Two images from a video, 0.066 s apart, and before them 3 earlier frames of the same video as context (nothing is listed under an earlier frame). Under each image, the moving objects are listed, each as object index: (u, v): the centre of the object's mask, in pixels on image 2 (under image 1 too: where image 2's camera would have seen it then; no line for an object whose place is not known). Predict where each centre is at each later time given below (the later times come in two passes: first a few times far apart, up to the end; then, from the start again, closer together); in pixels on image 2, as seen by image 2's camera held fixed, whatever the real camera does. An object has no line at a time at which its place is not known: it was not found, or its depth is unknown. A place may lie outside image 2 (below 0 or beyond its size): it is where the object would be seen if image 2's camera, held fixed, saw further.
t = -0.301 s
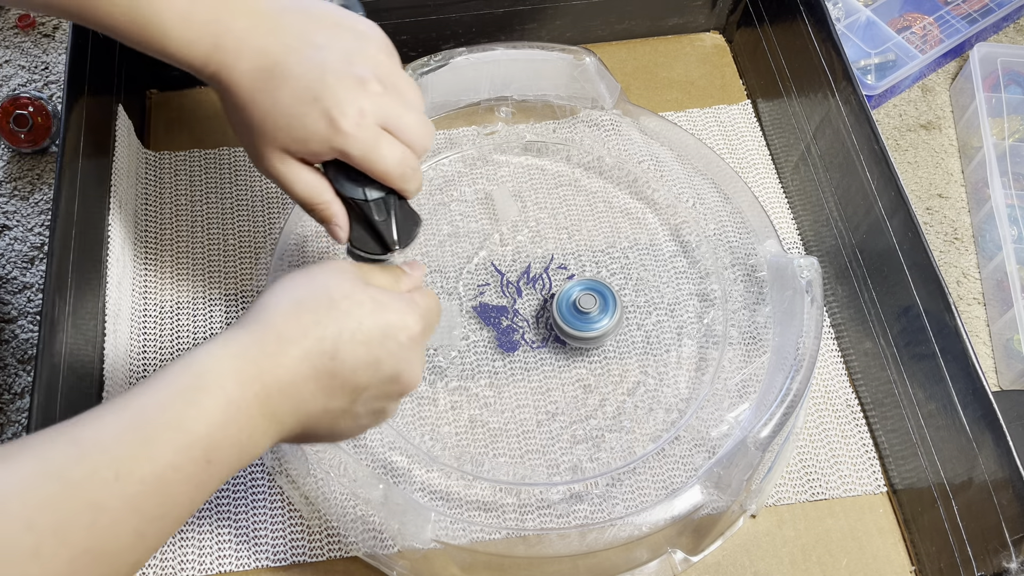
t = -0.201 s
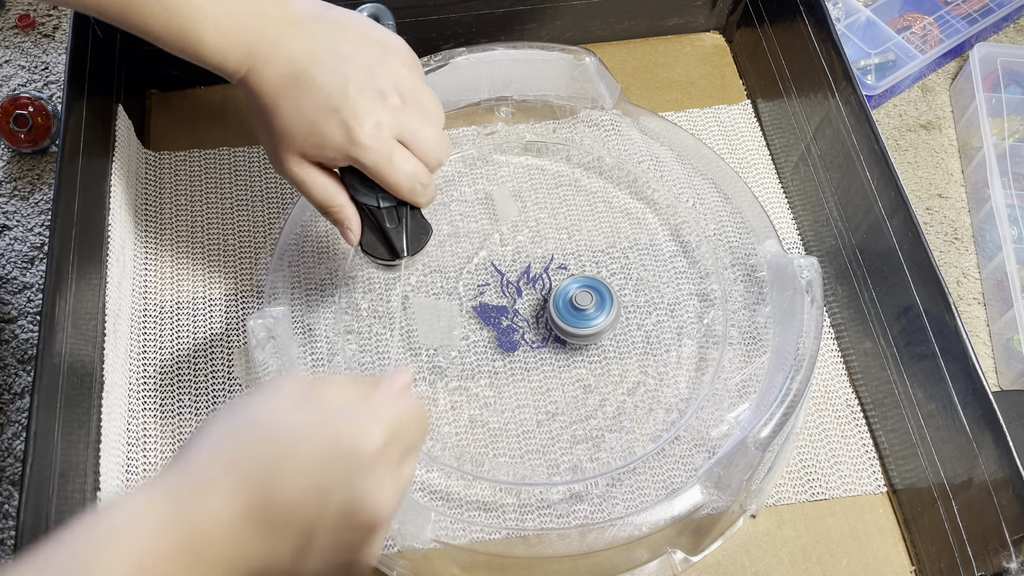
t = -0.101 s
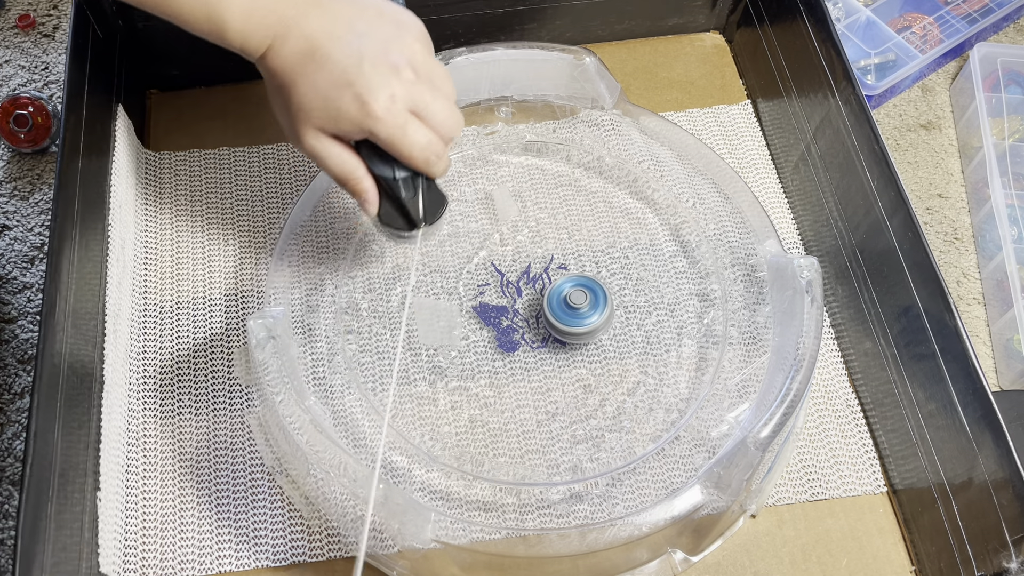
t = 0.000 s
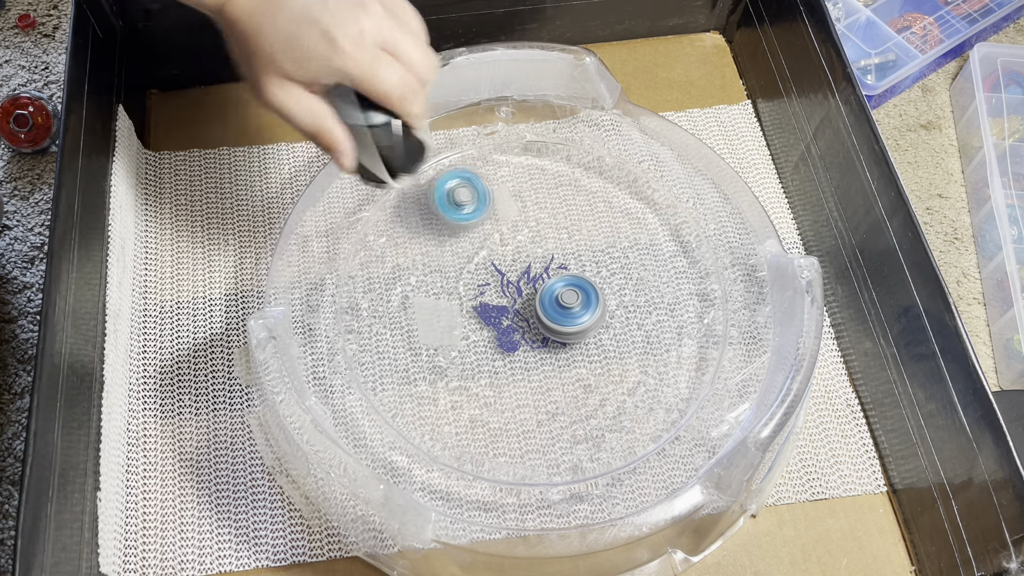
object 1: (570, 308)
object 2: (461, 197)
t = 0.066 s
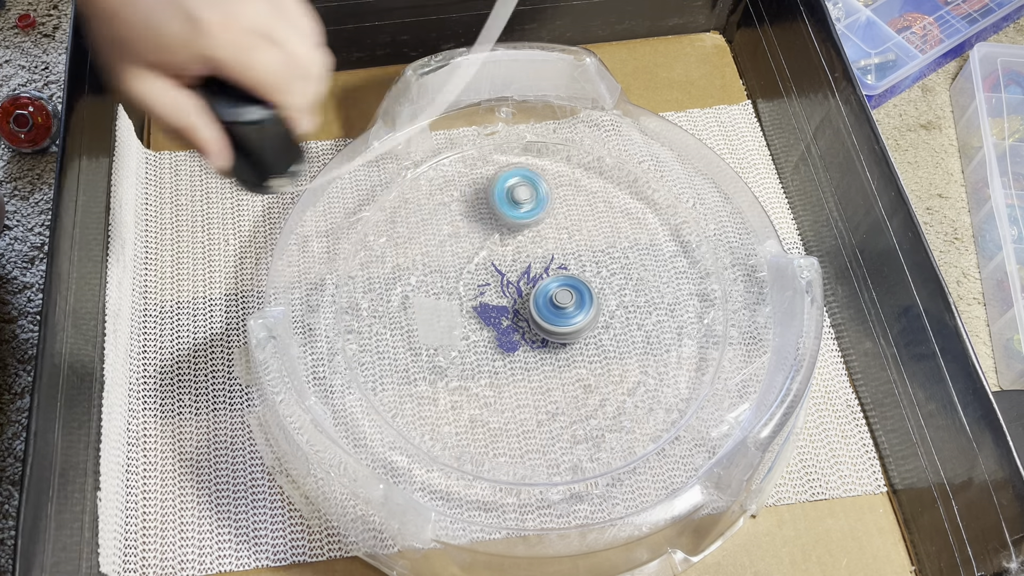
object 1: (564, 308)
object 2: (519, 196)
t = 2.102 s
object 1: (441, 314)
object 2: (638, 370)
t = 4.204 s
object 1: (404, 392)
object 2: (359, 296)
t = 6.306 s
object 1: (576, 291)
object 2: (544, 385)
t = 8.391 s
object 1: (413, 379)
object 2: (597, 394)
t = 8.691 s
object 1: (572, 385)
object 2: (570, 290)
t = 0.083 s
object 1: (562, 308)
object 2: (532, 194)
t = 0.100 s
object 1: (560, 308)
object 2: (542, 189)
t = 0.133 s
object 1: (557, 309)
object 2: (562, 176)
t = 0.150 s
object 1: (555, 309)
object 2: (569, 169)
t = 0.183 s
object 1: (550, 310)
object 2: (583, 152)
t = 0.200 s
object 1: (549, 310)
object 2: (589, 143)
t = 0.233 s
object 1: (544, 311)
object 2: (587, 136)
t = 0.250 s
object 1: (543, 312)
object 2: (585, 136)
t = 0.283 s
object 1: (538, 313)
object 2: (582, 133)
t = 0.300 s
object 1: (537, 313)
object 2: (580, 130)
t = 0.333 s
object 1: (533, 315)
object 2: (580, 121)
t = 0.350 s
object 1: (531, 316)
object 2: (579, 122)
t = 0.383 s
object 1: (527, 318)
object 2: (576, 124)
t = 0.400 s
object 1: (525, 319)
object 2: (576, 125)
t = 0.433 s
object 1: (522, 321)
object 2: (577, 124)
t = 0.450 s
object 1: (521, 321)
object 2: (579, 123)
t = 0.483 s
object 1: (518, 323)
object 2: (581, 122)
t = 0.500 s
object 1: (517, 324)
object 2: (583, 124)
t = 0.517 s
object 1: (516, 325)
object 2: (584, 124)
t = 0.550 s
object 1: (514, 326)
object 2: (589, 123)
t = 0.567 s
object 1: (513, 327)
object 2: (590, 124)
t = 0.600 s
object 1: (512, 328)
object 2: (595, 126)
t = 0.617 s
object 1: (511, 329)
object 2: (597, 125)
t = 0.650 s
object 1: (510, 330)
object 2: (603, 126)
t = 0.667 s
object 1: (510, 331)
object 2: (605, 126)
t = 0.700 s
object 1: (509, 332)
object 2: (611, 125)
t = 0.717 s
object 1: (508, 332)
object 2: (614, 124)
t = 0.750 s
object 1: (507, 333)
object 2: (619, 124)
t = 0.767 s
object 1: (507, 333)
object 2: (622, 123)
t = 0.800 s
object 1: (506, 334)
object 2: (627, 123)
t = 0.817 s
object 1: (506, 334)
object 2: (629, 123)
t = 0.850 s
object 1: (506, 334)
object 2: (632, 125)
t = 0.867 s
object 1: (506, 334)
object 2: (634, 126)
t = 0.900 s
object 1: (505, 334)
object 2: (634, 130)
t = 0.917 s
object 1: (505, 334)
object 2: (635, 132)
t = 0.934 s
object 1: (505, 335)
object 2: (634, 134)
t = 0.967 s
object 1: (505, 334)
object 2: (633, 140)
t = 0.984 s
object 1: (504, 334)
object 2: (631, 144)
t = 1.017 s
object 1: (504, 334)
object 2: (627, 153)
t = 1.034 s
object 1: (504, 334)
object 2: (622, 158)
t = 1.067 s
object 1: (504, 333)
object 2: (615, 171)
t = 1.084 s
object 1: (504, 333)
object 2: (612, 178)
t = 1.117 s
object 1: (504, 332)
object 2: (605, 191)
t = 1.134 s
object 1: (504, 331)
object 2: (601, 199)
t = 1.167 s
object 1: (504, 330)
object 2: (593, 216)
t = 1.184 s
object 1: (504, 329)
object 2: (590, 224)
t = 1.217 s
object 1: (504, 328)
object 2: (587, 245)
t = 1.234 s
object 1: (504, 328)
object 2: (587, 254)
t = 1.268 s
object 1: (504, 326)
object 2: (592, 274)
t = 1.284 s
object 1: (504, 325)
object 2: (595, 284)
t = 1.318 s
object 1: (504, 324)
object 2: (606, 301)
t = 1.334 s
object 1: (504, 323)
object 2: (615, 309)
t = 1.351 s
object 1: (504, 322)
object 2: (624, 316)
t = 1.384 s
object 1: (504, 320)
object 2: (644, 326)
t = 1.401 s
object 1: (504, 319)
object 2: (655, 329)
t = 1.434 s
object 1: (505, 317)
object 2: (679, 331)
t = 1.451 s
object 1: (505, 316)
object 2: (691, 331)
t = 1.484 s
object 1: (505, 314)
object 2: (716, 326)
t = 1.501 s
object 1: (505, 313)
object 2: (721, 317)
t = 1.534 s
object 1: (505, 310)
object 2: (725, 300)
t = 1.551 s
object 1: (505, 309)
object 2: (725, 294)
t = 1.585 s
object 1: (506, 307)
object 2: (731, 278)
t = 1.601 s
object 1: (506, 306)
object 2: (735, 273)
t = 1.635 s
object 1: (506, 303)
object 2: (738, 262)
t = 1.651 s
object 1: (506, 302)
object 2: (735, 256)
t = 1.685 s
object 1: (506, 299)
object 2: (724, 245)
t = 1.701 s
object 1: (506, 298)
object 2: (717, 241)
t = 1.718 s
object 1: (506, 297)
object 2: (708, 237)
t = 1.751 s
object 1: (506, 294)
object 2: (687, 234)
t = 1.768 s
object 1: (506, 293)
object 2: (674, 235)
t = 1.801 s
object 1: (505, 292)
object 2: (646, 236)
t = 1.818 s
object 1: (505, 291)
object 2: (630, 239)
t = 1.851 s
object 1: (505, 290)
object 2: (599, 249)
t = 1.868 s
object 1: (505, 290)
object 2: (584, 255)
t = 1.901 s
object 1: (494, 291)
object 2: (571, 269)
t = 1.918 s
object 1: (481, 294)
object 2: (575, 276)
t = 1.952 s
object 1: (459, 296)
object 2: (579, 292)
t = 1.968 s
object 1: (451, 297)
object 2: (582, 302)
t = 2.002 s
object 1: (440, 299)
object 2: (589, 322)
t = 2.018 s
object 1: (437, 301)
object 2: (595, 331)
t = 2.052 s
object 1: (436, 307)
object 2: (610, 350)
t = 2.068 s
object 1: (437, 309)
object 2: (618, 358)
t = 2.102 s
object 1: (441, 314)
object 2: (638, 370)
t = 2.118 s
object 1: (444, 317)
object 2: (649, 374)
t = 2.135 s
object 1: (447, 319)
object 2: (661, 377)
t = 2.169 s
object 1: (453, 325)
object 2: (686, 378)
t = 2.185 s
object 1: (457, 327)
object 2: (698, 376)
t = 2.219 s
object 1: (465, 331)
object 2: (710, 357)
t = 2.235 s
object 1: (469, 332)
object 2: (713, 348)
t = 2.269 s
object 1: (479, 334)
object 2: (712, 328)
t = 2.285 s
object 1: (484, 334)
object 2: (711, 317)
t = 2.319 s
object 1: (493, 335)
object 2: (704, 300)
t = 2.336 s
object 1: (498, 335)
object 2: (698, 293)
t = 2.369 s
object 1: (507, 334)
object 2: (679, 279)
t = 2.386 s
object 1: (513, 332)
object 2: (667, 275)
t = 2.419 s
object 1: (521, 330)
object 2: (639, 268)
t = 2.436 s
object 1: (525, 327)
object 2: (623, 267)
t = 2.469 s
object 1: (533, 323)
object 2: (594, 270)
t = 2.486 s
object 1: (533, 323)
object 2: (583, 269)
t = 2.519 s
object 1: (498, 345)
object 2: (595, 247)
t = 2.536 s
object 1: (482, 356)
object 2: (597, 238)
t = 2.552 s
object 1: (466, 366)
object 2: (598, 231)
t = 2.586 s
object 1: (444, 381)
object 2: (594, 223)
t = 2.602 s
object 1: (438, 388)
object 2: (588, 222)
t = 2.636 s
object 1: (433, 402)
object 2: (570, 224)
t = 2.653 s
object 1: (436, 407)
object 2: (558, 228)
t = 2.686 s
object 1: (446, 417)
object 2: (535, 242)
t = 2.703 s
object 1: (453, 421)
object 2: (523, 252)
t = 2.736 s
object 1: (467, 426)
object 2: (504, 277)
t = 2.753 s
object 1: (475, 428)
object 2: (497, 291)
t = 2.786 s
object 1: (491, 430)
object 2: (490, 320)
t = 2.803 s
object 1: (500, 431)
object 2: (489, 335)
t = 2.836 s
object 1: (517, 430)
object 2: (494, 365)
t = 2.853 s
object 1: (529, 437)
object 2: (499, 371)
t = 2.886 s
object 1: (552, 446)
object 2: (513, 384)
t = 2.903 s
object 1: (566, 455)
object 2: (522, 385)
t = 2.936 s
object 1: (593, 465)
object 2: (536, 375)
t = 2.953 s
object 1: (606, 462)
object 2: (545, 374)
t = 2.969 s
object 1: (617, 461)
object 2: (555, 372)
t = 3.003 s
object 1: (637, 455)
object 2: (576, 369)
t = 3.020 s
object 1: (646, 451)
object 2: (587, 367)
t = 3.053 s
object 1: (660, 445)
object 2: (606, 359)
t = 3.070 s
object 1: (666, 442)
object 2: (615, 352)
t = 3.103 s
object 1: (678, 436)
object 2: (625, 336)
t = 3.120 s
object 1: (681, 431)
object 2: (628, 327)
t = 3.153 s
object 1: (688, 422)
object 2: (626, 306)
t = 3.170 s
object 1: (690, 418)
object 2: (622, 297)
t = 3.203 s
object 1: (695, 410)
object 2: (609, 278)
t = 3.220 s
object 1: (697, 405)
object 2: (599, 271)
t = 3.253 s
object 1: (701, 397)
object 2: (578, 258)
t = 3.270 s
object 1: (702, 393)
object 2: (566, 255)
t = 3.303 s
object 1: (705, 382)
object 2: (538, 252)
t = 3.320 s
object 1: (706, 374)
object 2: (524, 252)
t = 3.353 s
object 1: (704, 357)
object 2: (498, 260)
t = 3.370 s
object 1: (703, 350)
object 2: (486, 267)
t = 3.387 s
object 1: (701, 343)
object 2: (474, 275)
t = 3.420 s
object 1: (696, 330)
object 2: (455, 295)
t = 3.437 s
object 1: (693, 324)
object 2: (448, 308)
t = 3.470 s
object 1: (686, 311)
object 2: (439, 333)
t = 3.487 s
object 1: (680, 304)
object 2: (439, 348)
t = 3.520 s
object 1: (669, 290)
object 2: (447, 378)
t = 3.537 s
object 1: (662, 282)
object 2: (455, 391)
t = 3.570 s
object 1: (646, 270)
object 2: (477, 415)
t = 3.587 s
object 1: (637, 263)
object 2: (491, 423)
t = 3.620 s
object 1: (617, 252)
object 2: (523, 436)
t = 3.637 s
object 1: (606, 247)
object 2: (540, 440)
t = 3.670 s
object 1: (583, 240)
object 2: (574, 439)
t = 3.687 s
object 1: (571, 237)
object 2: (591, 435)
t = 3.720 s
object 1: (546, 233)
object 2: (620, 422)
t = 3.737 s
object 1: (533, 232)
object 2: (632, 412)
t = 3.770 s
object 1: (507, 234)
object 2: (652, 389)
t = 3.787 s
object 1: (495, 235)
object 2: (659, 375)
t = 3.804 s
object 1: (482, 238)
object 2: (663, 359)
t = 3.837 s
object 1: (458, 247)
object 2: (666, 326)
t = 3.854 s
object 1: (446, 253)
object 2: (662, 310)
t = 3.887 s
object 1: (425, 267)
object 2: (649, 278)
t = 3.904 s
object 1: (416, 274)
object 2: (638, 264)
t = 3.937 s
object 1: (401, 291)
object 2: (612, 239)
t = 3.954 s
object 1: (395, 300)
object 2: (597, 229)
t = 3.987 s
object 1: (387, 319)
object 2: (563, 214)
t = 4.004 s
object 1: (386, 327)
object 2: (545, 208)
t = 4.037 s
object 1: (384, 343)
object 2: (506, 205)
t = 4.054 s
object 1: (384, 350)
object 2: (487, 205)
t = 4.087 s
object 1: (387, 362)
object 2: (448, 212)
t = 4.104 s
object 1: (388, 367)
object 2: (432, 220)
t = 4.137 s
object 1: (392, 376)
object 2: (401, 239)
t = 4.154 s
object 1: (395, 380)
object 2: (388, 251)
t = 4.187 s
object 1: (401, 388)
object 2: (367, 281)
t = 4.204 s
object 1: (404, 392)
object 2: (359, 296)
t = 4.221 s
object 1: (408, 395)
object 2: (353, 312)
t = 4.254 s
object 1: (416, 401)
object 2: (349, 346)
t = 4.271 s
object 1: (429, 411)
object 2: (354, 355)
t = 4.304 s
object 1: (475, 444)
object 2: (353, 354)
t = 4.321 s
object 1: (498, 458)
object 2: (357, 356)
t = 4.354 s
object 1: (542, 468)
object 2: (364, 359)
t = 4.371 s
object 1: (563, 465)
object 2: (367, 363)
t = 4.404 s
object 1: (599, 455)
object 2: (374, 370)
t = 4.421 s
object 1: (615, 450)
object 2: (377, 374)
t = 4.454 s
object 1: (642, 437)
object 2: (383, 385)
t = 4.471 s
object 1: (654, 431)
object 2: (388, 390)
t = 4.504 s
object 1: (673, 416)
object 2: (401, 400)
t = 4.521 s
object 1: (680, 405)
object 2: (409, 402)
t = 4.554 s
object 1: (693, 383)
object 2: (431, 404)
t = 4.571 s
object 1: (697, 374)
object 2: (443, 404)
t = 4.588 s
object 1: (700, 364)
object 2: (454, 403)
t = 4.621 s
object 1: (704, 348)
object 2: (480, 397)
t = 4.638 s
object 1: (705, 340)
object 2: (492, 391)
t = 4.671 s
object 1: (705, 326)
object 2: (513, 374)
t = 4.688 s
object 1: (704, 319)
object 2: (522, 363)
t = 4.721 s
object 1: (702, 305)
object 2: (534, 342)
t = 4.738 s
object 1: (699, 299)
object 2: (537, 329)
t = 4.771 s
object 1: (693, 285)
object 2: (539, 305)
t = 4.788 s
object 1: (689, 278)
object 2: (538, 293)
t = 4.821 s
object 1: (680, 265)
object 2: (530, 268)
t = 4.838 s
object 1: (674, 258)
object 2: (524, 256)
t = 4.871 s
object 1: (660, 245)
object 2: (509, 236)
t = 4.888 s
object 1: (652, 238)
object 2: (498, 226)
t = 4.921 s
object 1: (635, 228)
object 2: (476, 212)
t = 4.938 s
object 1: (626, 223)
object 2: (463, 207)
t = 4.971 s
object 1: (607, 215)
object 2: (436, 201)
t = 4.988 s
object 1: (597, 213)
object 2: (423, 199)
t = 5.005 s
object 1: (587, 210)
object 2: (410, 199)
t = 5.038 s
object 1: (566, 208)
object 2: (385, 200)
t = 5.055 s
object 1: (555, 208)
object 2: (376, 204)
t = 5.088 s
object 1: (533, 209)
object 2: (367, 230)
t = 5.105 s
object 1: (523, 211)
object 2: (362, 242)
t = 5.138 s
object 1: (503, 216)
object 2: (355, 261)
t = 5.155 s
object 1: (494, 220)
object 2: (352, 271)
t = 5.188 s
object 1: (475, 230)
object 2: (352, 287)
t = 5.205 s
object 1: (465, 235)
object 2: (355, 297)
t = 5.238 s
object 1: (449, 249)
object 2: (366, 313)
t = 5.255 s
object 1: (442, 257)
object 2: (374, 321)
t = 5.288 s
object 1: (429, 273)
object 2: (397, 333)
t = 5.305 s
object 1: (426, 278)
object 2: (408, 342)
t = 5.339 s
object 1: (424, 289)
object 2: (428, 368)
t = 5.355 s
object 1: (424, 296)
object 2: (441, 379)
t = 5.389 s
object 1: (426, 309)
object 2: (470, 393)
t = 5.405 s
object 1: (427, 316)
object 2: (487, 396)
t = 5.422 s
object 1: (428, 321)
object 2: (504, 397)
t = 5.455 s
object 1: (430, 331)
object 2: (538, 392)
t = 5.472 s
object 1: (432, 336)
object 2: (554, 385)
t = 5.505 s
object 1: (437, 345)
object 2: (582, 368)
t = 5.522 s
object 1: (440, 350)
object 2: (595, 358)
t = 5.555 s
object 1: (446, 357)
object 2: (614, 334)
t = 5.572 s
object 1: (450, 361)
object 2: (621, 320)
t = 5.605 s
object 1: (458, 367)
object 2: (629, 291)
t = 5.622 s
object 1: (463, 370)
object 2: (630, 276)
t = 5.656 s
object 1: (471, 373)
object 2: (626, 246)
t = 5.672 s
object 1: (476, 375)
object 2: (621, 231)
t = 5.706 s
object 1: (485, 379)
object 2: (608, 205)
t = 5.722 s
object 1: (490, 379)
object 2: (599, 191)
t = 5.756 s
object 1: (500, 381)
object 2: (577, 172)
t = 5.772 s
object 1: (504, 381)
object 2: (565, 163)
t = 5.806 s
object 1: (514, 381)
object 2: (539, 149)
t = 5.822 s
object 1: (518, 381)
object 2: (527, 144)
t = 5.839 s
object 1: (524, 380)
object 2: (515, 140)
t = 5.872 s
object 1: (532, 376)
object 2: (490, 137)
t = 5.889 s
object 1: (536, 375)
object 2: (475, 142)
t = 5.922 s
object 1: (545, 370)
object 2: (447, 158)
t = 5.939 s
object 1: (548, 369)
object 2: (435, 165)
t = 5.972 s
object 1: (555, 363)
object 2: (415, 181)
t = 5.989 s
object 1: (559, 360)
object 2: (406, 191)
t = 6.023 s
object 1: (564, 354)
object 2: (394, 211)
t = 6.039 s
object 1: (567, 351)
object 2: (390, 223)
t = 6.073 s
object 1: (571, 344)
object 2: (386, 248)
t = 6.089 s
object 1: (573, 340)
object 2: (386, 262)
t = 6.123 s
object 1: (576, 332)
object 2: (392, 292)
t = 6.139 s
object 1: (577, 329)
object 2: (398, 306)
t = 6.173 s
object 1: (578, 322)
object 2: (417, 333)
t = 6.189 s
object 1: (579, 317)
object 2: (429, 346)
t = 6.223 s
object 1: (579, 310)
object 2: (457, 366)
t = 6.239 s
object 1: (578, 306)
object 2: (473, 373)
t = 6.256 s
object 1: (578, 302)
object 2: (490, 380)
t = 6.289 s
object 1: (577, 294)
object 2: (526, 385)
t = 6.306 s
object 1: (576, 291)
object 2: (544, 385)
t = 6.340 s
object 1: (573, 283)
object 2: (579, 379)
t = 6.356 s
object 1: (571, 280)
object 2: (595, 374)
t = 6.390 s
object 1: (568, 274)
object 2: (624, 358)
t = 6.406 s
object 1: (566, 271)
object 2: (637, 347)
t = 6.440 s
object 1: (561, 264)
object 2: (657, 323)
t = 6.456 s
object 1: (559, 262)
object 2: (665, 310)
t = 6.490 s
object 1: (554, 257)
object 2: (675, 282)
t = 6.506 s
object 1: (551, 255)
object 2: (676, 268)
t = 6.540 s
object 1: (546, 251)
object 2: (674, 238)
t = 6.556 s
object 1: (542, 249)
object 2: (671, 224)
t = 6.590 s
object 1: (537, 246)
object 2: (659, 200)
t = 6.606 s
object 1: (533, 245)
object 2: (652, 190)
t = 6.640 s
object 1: (527, 243)
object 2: (637, 171)
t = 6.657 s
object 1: (524, 243)
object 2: (628, 163)
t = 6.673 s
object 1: (521, 243)
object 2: (618, 156)
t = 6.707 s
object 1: (515, 243)
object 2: (594, 146)
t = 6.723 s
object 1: (512, 243)
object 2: (581, 142)
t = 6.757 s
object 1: (506, 244)
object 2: (554, 139)
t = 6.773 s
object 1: (504, 245)
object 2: (540, 140)
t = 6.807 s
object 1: (499, 247)
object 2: (515, 145)
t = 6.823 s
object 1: (497, 248)
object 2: (503, 149)
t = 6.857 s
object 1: (493, 251)
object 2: (481, 161)
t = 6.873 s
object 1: (491, 253)
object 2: (470, 170)
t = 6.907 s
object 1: (487, 257)
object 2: (450, 189)
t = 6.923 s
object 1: (486, 259)
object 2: (441, 200)
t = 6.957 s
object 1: (493, 277)
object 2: (414, 211)
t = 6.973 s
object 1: (501, 289)
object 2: (398, 214)
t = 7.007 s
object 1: (518, 312)
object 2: (372, 222)
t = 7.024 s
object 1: (526, 321)
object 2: (359, 228)
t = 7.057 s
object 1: (540, 337)
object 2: (351, 255)
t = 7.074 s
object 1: (547, 343)
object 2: (350, 272)
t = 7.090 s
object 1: (554, 347)
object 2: (349, 287)
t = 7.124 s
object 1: (566, 352)
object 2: (349, 316)
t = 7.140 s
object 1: (571, 353)
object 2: (352, 329)
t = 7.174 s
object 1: (581, 353)
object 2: (362, 354)
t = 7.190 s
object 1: (585, 352)
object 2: (368, 365)
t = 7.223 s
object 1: (594, 350)
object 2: (387, 386)
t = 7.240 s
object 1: (598, 349)
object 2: (399, 396)
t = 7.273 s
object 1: (605, 347)
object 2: (425, 413)
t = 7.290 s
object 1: (609, 346)
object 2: (439, 419)
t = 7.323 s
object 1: (616, 342)
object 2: (472, 428)
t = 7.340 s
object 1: (618, 341)
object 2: (488, 431)
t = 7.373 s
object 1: (624, 336)
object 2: (523, 431)
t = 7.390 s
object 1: (626, 334)
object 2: (541, 429)
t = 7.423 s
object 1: (630, 329)
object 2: (576, 418)
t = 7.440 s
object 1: (631, 327)
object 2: (591, 411)
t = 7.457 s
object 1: (632, 324)
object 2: (606, 402)
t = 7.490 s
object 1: (634, 314)
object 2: (628, 383)
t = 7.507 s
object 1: (636, 300)
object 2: (635, 385)
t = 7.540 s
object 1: (637, 276)
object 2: (647, 381)
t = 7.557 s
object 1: (636, 265)
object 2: (652, 376)
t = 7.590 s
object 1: (629, 247)
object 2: (661, 361)
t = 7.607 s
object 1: (625, 242)
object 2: (666, 350)
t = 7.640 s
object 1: (617, 233)
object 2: (669, 328)
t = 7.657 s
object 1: (611, 230)
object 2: (668, 317)
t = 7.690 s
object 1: (601, 226)
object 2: (662, 294)
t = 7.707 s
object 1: (596, 224)
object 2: (658, 284)
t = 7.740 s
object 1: (585, 221)
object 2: (643, 264)
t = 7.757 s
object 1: (577, 217)
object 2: (638, 258)
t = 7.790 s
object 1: (544, 199)
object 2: (642, 261)
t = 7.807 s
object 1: (528, 192)
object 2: (641, 263)
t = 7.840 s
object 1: (500, 183)
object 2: (635, 263)
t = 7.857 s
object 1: (487, 182)
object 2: (630, 262)
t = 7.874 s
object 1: (473, 183)
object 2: (624, 260)
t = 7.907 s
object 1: (446, 192)
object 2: (609, 259)
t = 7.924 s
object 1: (433, 198)
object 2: (601, 259)
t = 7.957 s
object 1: (410, 213)
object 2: (584, 260)
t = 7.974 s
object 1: (401, 221)
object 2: (576, 262)
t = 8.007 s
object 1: (385, 237)
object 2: (559, 269)
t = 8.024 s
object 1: (379, 246)
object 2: (551, 275)
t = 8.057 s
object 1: (371, 262)
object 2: (538, 287)
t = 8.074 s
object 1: (368, 269)
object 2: (532, 293)
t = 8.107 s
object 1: (365, 284)
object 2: (524, 308)
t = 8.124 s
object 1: (364, 291)
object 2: (521, 315)
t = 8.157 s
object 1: (364, 304)
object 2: (520, 330)
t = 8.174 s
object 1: (365, 311)
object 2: (520, 338)
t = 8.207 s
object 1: (368, 322)
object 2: (523, 354)
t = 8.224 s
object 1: (370, 328)
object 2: (527, 361)
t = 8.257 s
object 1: (376, 340)
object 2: (536, 374)
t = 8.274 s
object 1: (379, 345)
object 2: (542, 381)
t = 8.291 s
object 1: (382, 350)
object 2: (549, 385)
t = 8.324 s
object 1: (390, 360)
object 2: (565, 392)
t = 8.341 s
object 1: (394, 365)
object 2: (572, 394)
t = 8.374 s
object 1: (405, 375)
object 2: (589, 395)
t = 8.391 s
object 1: (413, 379)
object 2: (597, 394)
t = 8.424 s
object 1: (428, 389)
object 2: (613, 388)
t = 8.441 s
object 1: (436, 393)
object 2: (619, 384)
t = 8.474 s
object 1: (453, 400)
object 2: (629, 373)
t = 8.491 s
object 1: (462, 403)
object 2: (632, 365)
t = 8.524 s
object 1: (482, 406)
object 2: (634, 349)
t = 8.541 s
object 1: (492, 406)
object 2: (633, 342)
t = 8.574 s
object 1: (512, 405)
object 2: (626, 326)
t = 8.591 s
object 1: (521, 404)
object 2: (621, 319)
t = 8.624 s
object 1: (539, 400)
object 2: (606, 306)
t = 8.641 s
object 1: (548, 397)
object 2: (598, 301)
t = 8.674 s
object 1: (564, 389)
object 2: (580, 293)
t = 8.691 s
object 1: (572, 385)
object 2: (570, 290)
